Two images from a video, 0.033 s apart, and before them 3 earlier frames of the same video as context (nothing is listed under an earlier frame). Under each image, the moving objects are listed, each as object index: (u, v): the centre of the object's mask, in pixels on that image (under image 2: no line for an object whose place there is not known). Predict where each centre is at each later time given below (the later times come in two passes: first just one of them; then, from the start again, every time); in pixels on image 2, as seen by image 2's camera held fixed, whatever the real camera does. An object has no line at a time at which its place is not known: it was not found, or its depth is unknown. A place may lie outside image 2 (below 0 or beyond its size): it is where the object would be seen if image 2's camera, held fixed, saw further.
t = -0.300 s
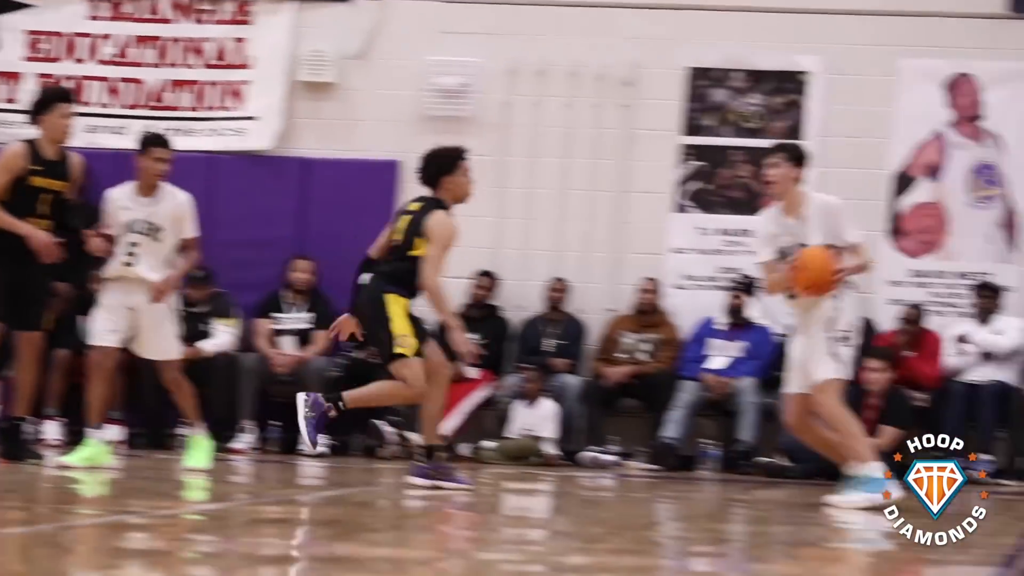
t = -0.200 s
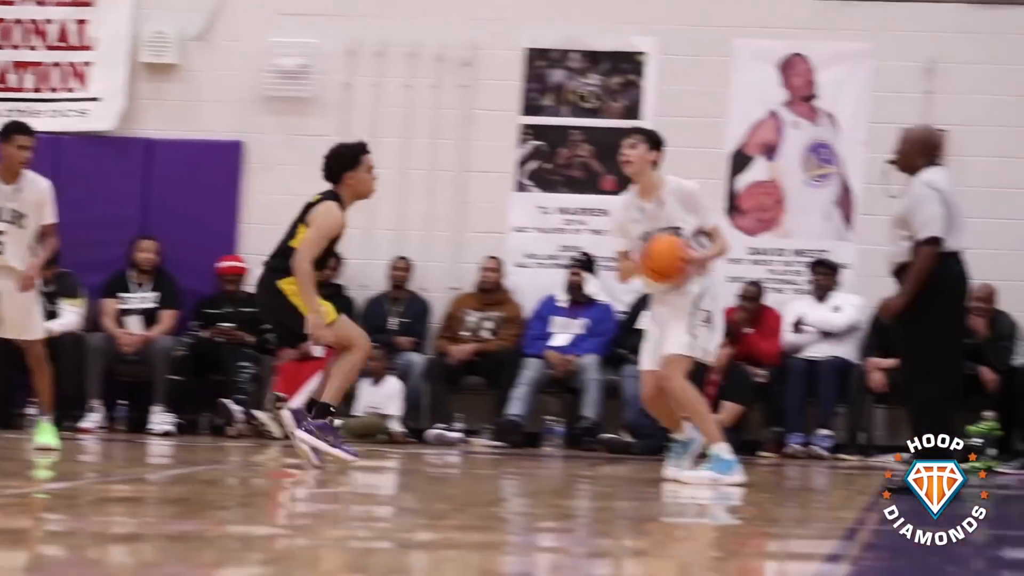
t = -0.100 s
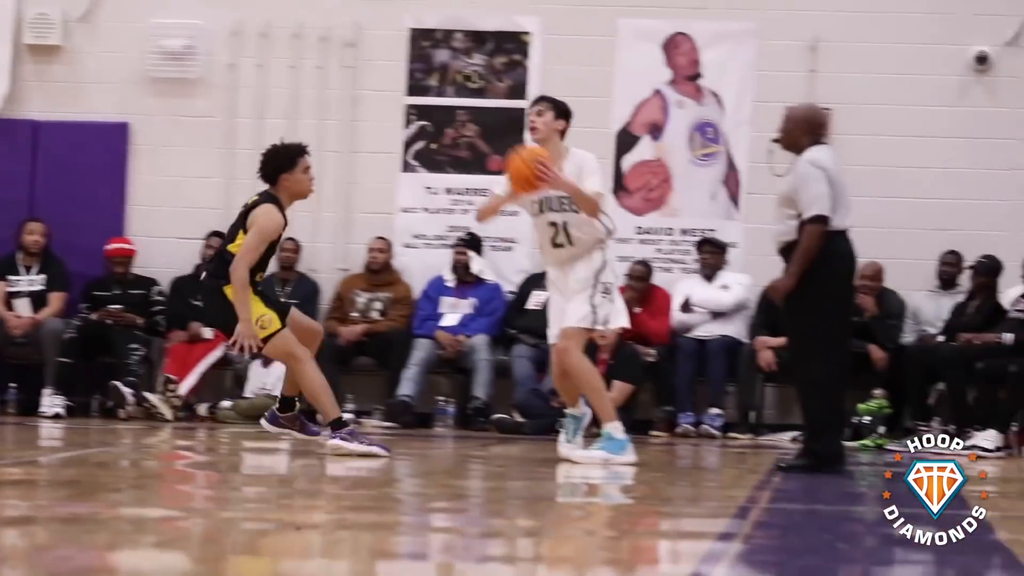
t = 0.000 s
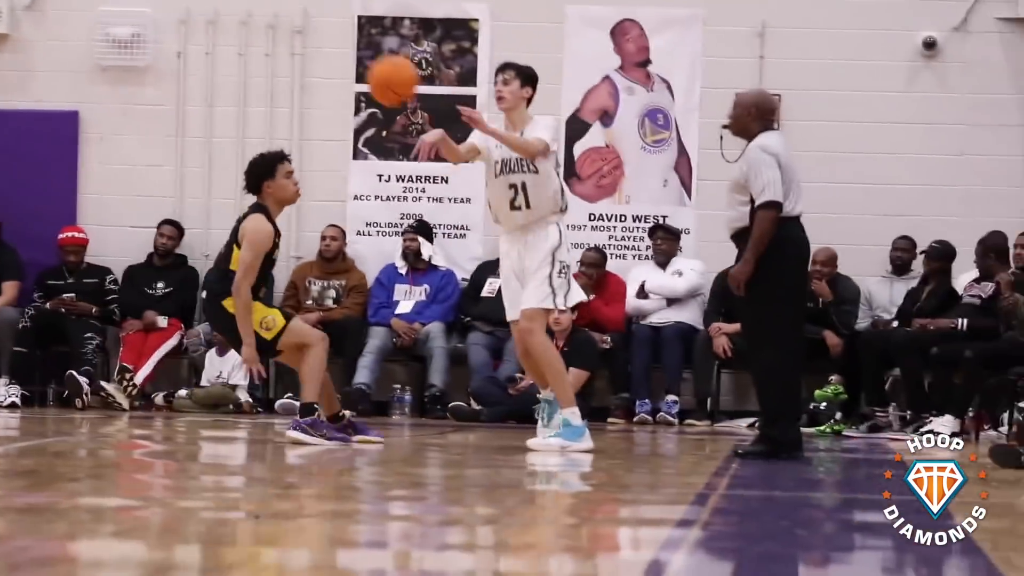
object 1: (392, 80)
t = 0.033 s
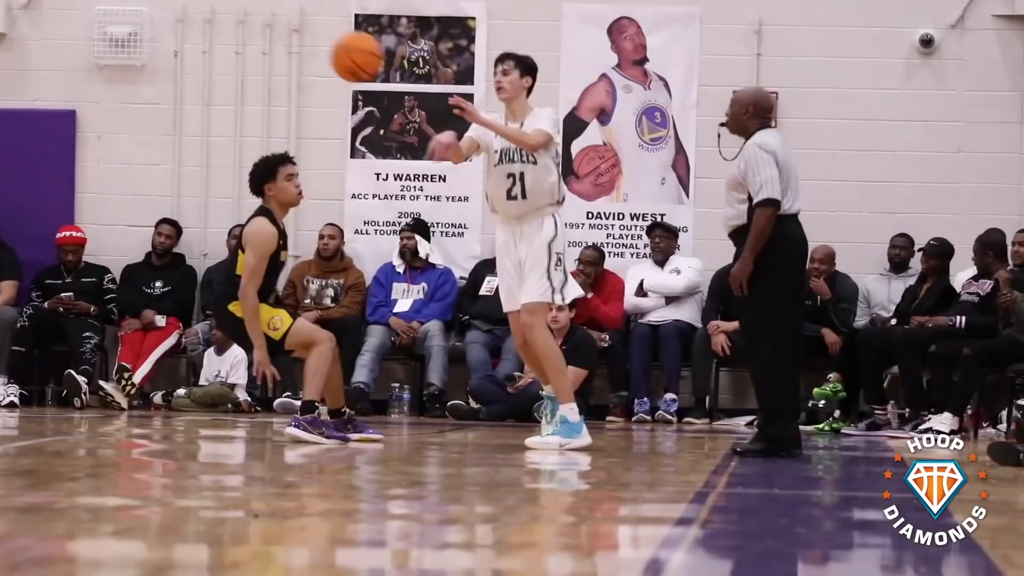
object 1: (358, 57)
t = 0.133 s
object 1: (250, 14)
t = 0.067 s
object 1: (321, 37)
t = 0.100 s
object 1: (286, 22)
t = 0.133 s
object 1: (250, 14)
